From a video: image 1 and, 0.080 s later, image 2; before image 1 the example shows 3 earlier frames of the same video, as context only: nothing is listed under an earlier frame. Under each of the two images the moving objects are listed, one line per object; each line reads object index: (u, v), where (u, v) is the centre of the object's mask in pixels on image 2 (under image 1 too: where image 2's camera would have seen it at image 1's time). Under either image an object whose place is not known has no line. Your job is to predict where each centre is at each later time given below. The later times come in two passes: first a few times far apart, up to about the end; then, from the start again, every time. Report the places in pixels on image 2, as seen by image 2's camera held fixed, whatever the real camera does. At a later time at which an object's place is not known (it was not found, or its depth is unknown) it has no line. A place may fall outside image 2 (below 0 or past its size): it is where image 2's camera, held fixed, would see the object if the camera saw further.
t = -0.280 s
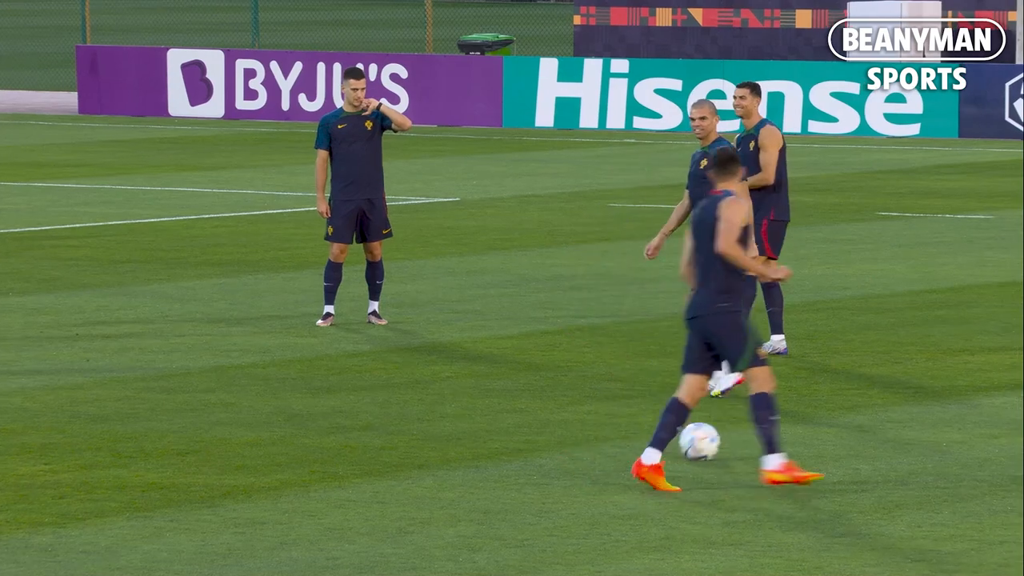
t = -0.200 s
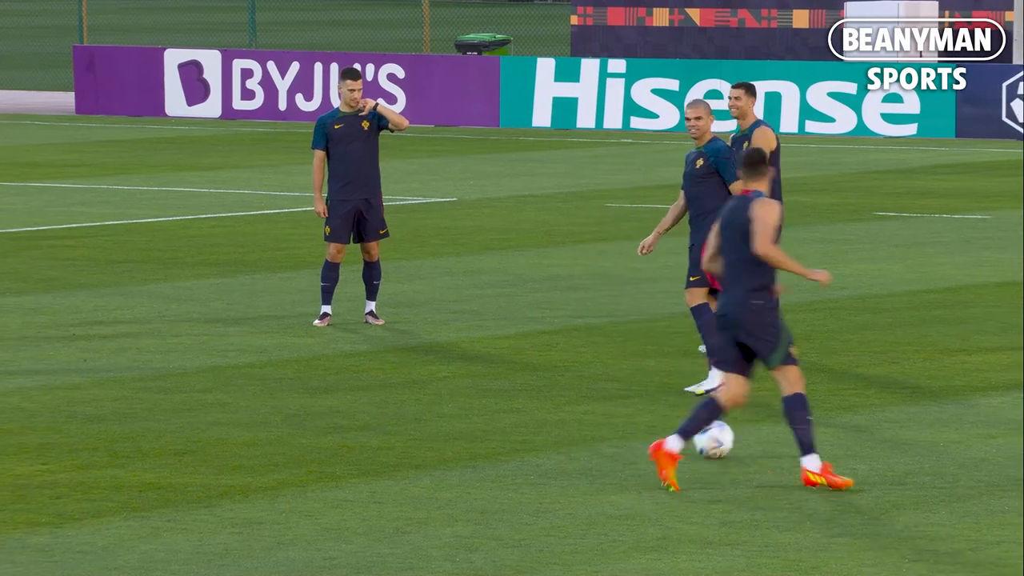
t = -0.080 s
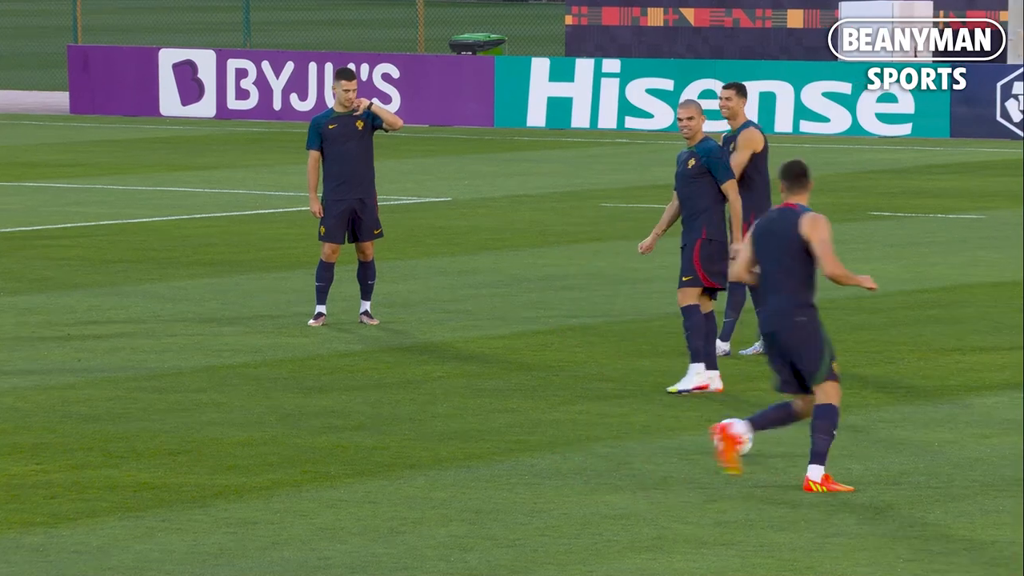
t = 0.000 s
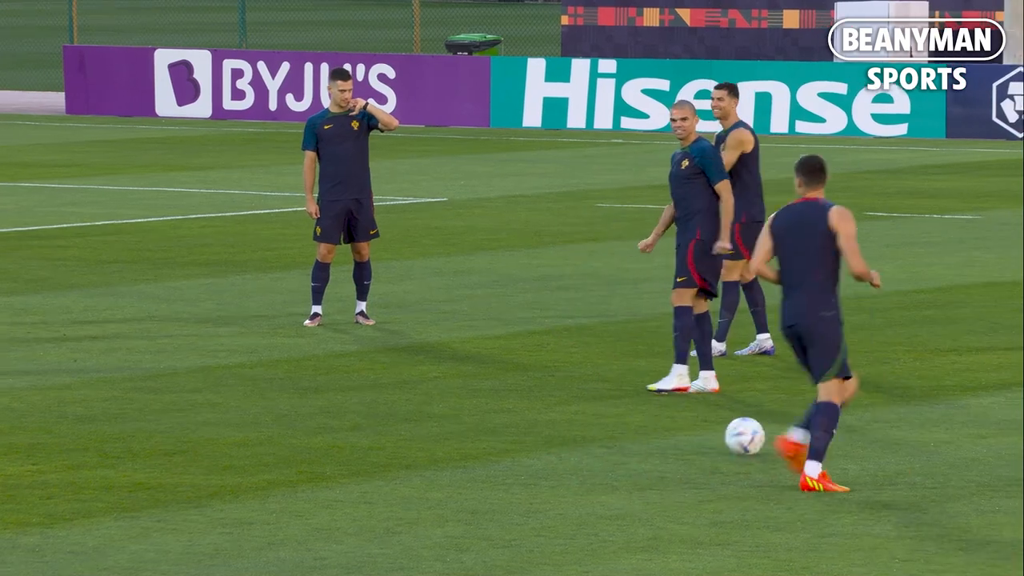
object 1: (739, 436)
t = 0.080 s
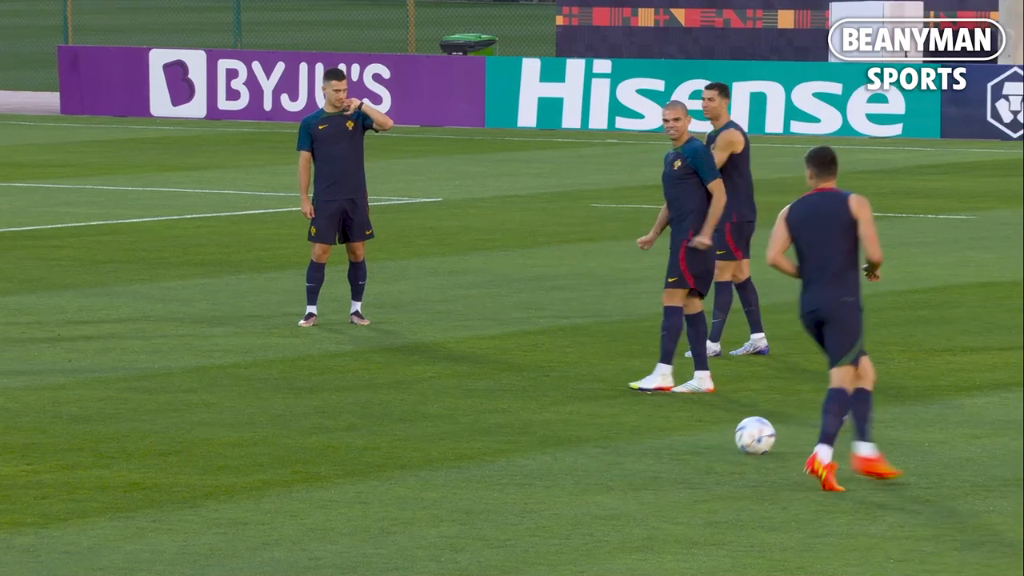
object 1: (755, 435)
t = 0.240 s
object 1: (785, 433)
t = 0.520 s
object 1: (832, 430)
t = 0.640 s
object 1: (850, 430)
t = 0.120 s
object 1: (762, 435)
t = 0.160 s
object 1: (770, 434)
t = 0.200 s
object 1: (777, 434)
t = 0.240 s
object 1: (785, 433)
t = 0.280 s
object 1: (792, 433)
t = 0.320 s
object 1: (799, 433)
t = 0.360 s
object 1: (806, 432)
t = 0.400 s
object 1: (812, 432)
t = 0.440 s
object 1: (819, 432)
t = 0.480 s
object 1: (826, 431)
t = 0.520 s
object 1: (832, 430)
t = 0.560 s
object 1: (838, 431)
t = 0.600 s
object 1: (844, 430)
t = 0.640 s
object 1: (850, 430)
